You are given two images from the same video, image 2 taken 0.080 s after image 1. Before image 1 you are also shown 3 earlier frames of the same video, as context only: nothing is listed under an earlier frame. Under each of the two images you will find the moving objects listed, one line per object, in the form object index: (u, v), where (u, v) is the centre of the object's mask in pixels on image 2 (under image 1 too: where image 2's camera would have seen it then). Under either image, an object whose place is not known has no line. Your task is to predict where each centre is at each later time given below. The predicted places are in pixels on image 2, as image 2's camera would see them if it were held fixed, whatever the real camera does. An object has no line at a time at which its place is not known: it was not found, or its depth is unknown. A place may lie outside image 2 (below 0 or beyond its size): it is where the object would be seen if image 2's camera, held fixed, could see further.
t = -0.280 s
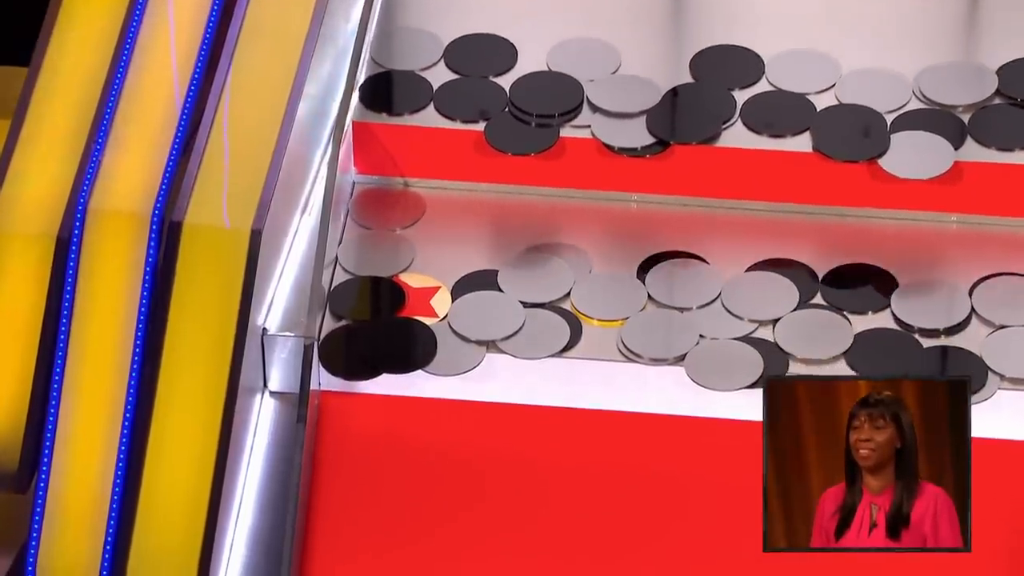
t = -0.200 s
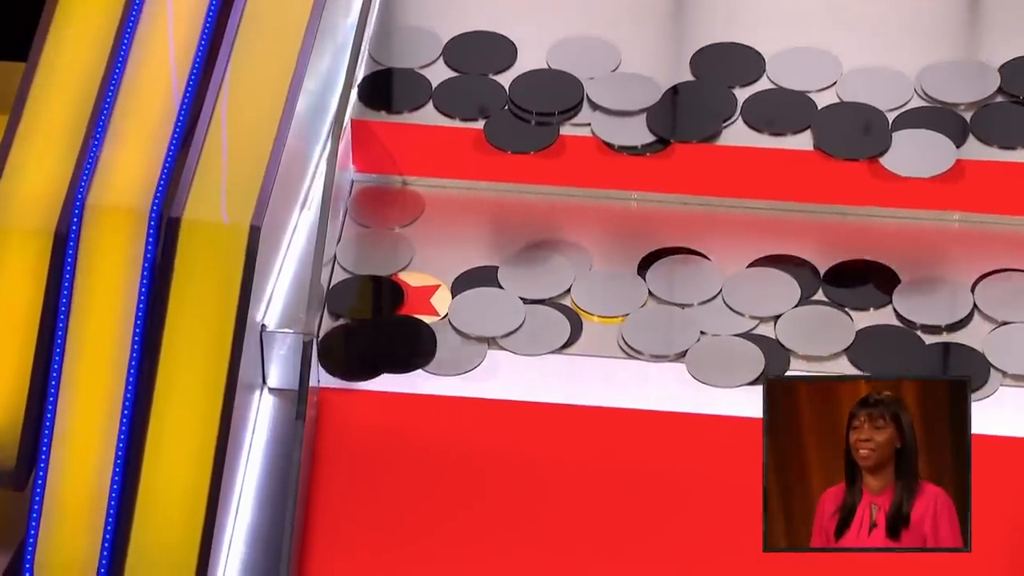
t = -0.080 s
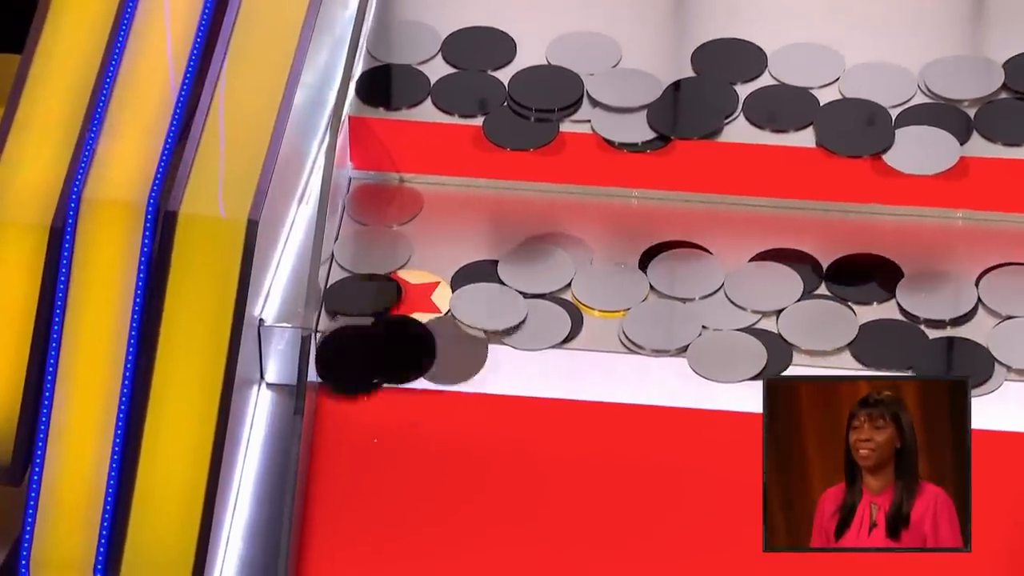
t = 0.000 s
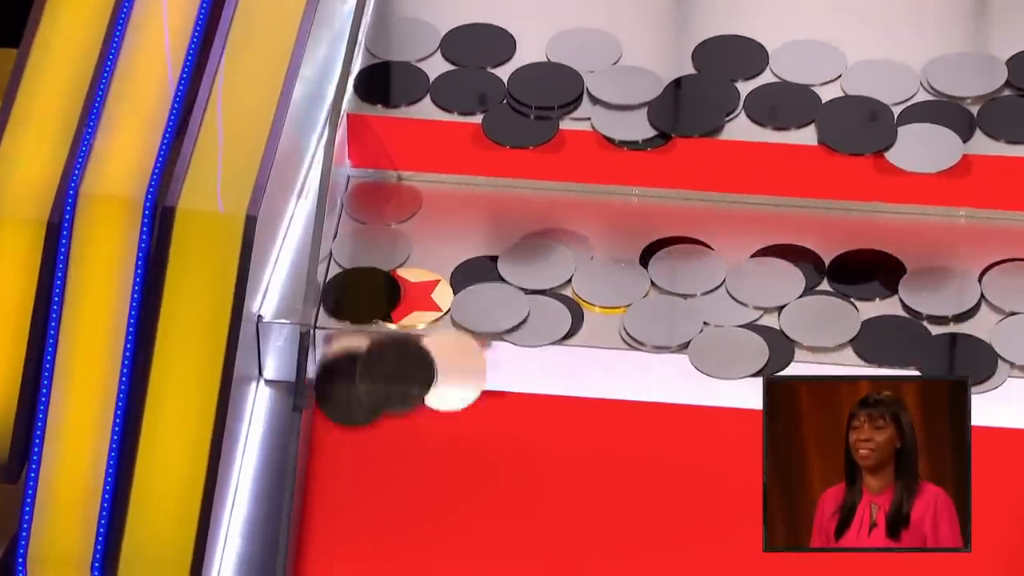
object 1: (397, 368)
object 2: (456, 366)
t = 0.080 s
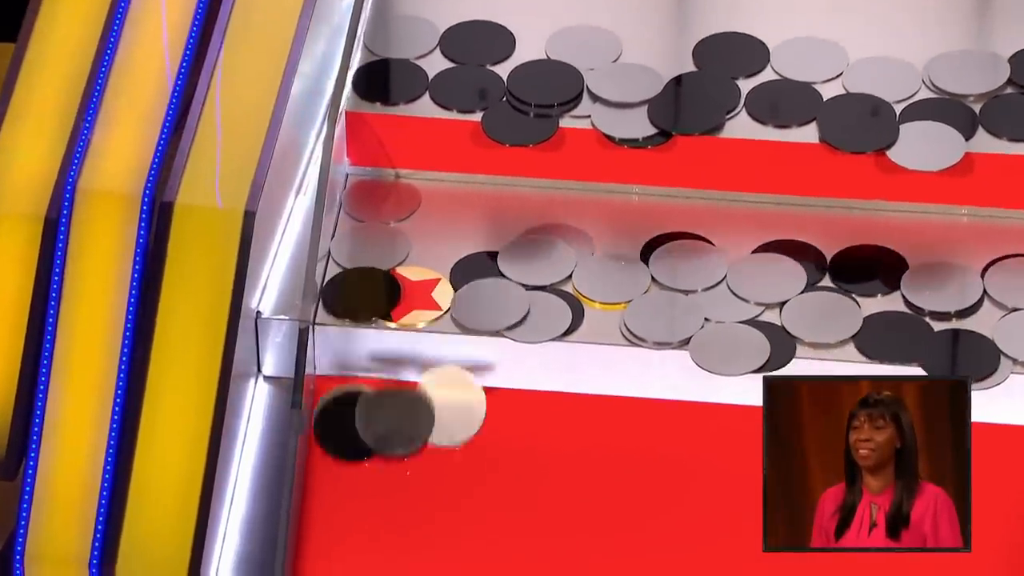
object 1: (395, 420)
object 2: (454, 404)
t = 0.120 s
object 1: (395, 444)
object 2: (453, 427)
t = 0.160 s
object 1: (393, 469)
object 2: (449, 442)
